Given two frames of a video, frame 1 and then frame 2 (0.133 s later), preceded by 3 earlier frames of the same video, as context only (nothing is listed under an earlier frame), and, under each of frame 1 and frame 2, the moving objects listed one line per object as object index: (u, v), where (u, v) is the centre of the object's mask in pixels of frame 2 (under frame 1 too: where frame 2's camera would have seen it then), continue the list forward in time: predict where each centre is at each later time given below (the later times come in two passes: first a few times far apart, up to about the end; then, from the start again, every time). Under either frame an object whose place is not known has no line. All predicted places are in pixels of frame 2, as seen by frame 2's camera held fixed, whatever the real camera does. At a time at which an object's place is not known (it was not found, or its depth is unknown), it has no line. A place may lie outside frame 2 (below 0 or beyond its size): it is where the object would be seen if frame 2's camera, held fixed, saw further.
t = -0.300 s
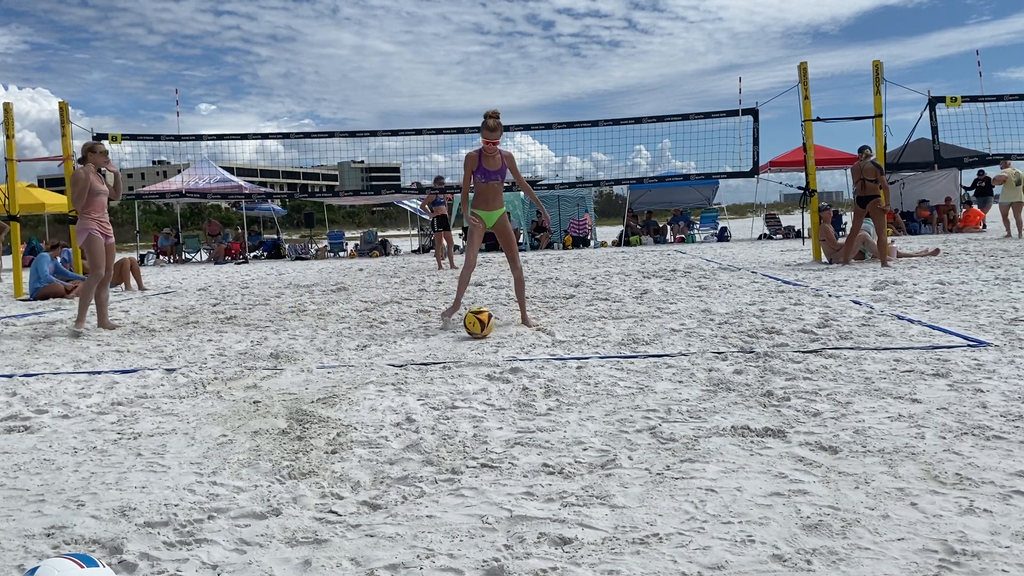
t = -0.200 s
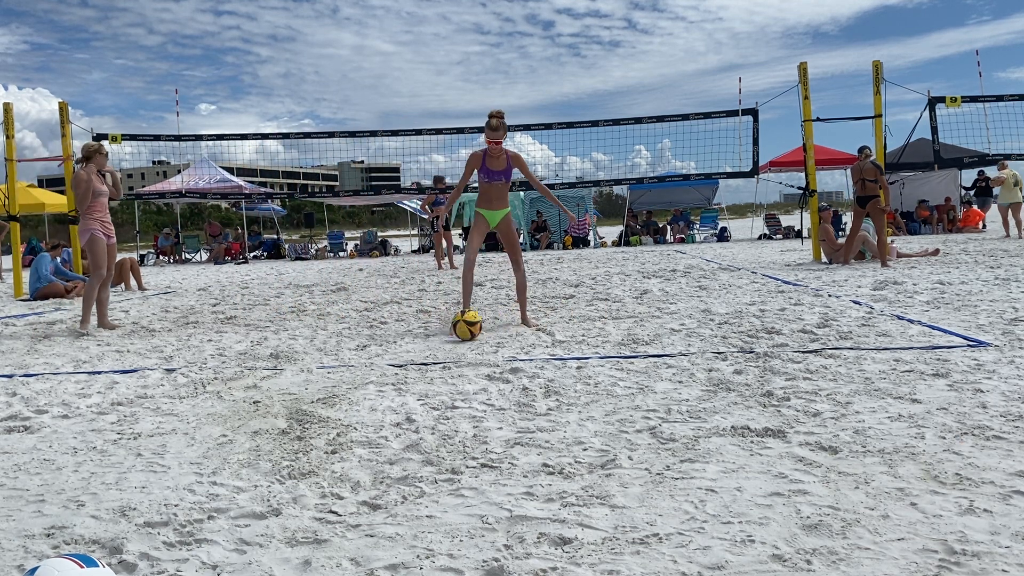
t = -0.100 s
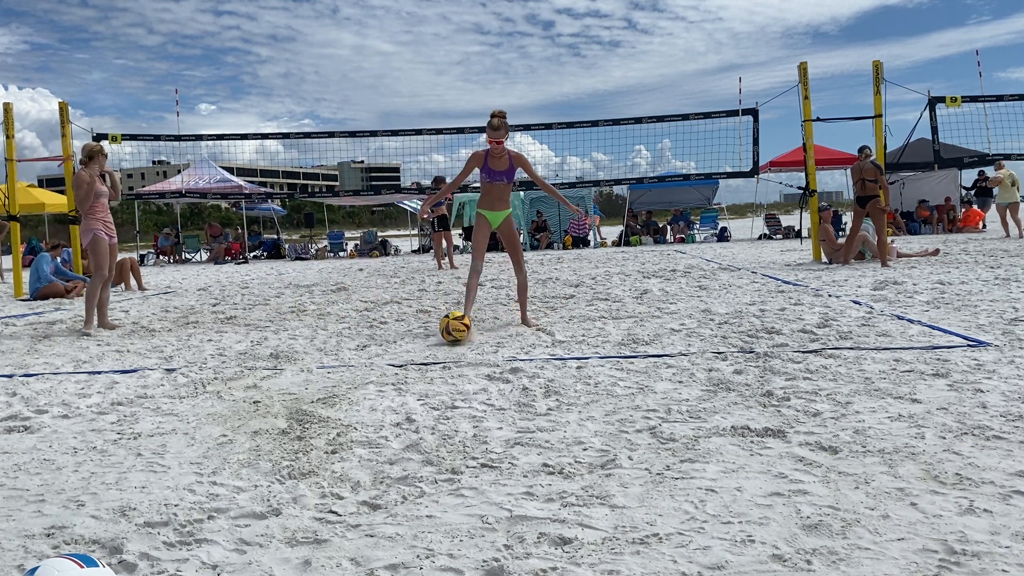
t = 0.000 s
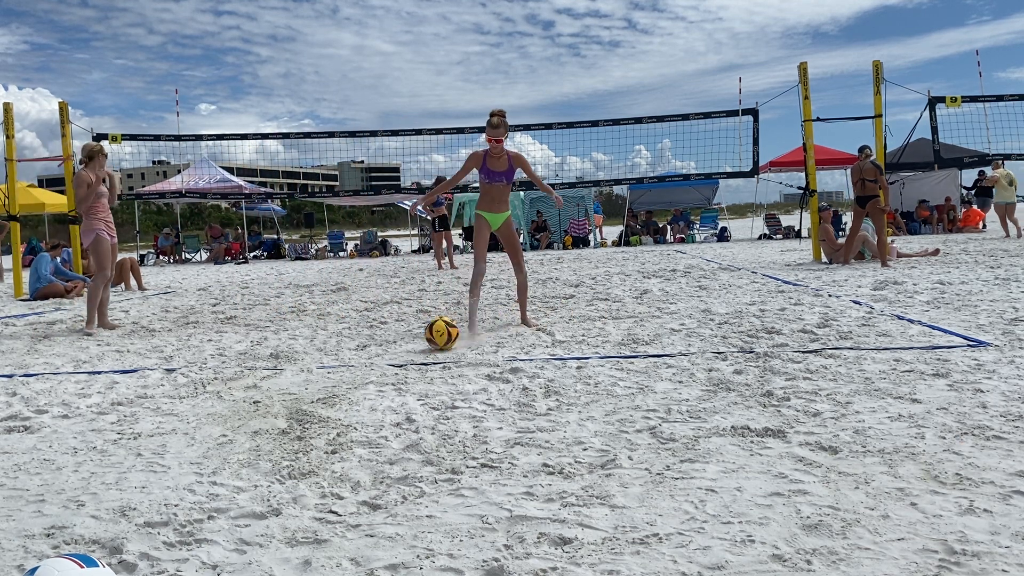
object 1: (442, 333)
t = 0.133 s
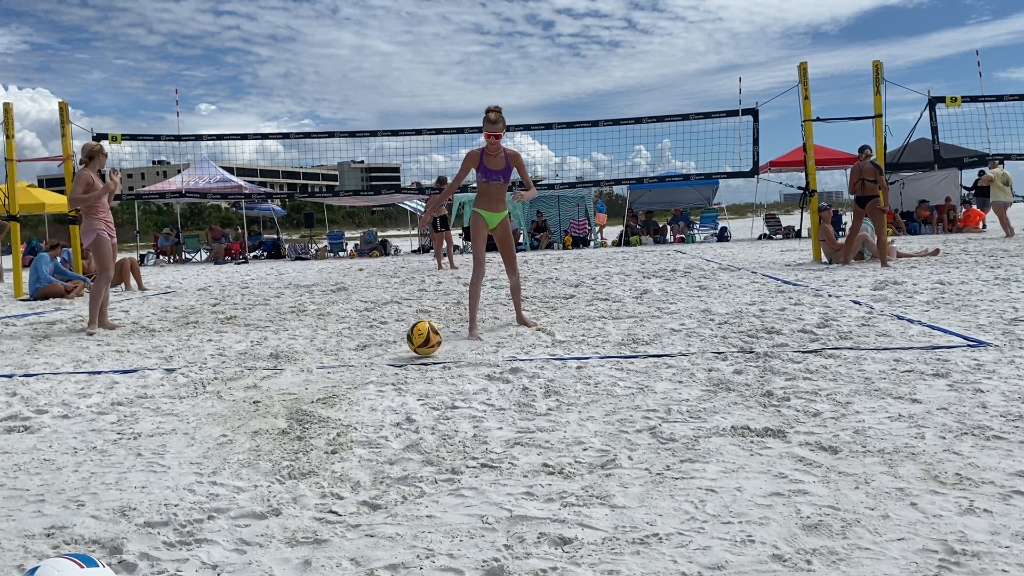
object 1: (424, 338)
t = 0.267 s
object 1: (407, 346)
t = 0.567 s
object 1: (357, 359)
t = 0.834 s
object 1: (306, 373)
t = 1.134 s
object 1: (244, 386)
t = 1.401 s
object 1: (198, 397)
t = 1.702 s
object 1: (144, 415)
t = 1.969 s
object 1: (95, 430)
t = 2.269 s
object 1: (45, 444)
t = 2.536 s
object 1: (16, 453)
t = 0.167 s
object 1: (420, 338)
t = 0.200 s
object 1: (416, 340)
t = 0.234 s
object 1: (412, 344)
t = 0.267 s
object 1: (407, 346)
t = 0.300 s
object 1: (402, 345)
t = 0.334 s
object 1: (397, 346)
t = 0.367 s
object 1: (392, 349)
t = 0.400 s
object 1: (386, 352)
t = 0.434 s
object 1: (380, 352)
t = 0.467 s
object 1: (375, 354)
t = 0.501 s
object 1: (369, 355)
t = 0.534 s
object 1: (363, 357)
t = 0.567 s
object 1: (357, 359)
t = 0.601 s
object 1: (351, 359)
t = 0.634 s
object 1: (345, 359)
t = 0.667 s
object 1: (339, 362)
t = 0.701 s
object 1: (333, 365)
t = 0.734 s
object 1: (326, 365)
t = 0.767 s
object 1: (320, 366)
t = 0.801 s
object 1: (314, 369)
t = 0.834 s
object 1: (306, 373)
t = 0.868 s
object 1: (300, 372)
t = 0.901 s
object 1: (293, 372)
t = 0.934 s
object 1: (286, 376)
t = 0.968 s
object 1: (279, 377)
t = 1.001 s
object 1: (271, 378)
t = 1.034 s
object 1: (264, 379)
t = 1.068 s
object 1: (257, 381)
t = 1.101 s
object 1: (251, 384)
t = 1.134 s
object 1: (244, 386)
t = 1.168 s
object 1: (237, 388)
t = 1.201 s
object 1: (231, 390)
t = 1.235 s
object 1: (225, 389)
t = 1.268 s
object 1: (219, 390)
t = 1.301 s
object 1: (214, 392)
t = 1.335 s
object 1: (208, 395)
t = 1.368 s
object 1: (203, 395)
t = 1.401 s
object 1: (198, 397)
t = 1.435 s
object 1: (192, 401)
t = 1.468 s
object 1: (186, 401)
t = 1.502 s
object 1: (180, 403)
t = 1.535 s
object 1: (174, 405)
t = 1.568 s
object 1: (169, 407)
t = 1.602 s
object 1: (162, 409)
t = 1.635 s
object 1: (156, 411)
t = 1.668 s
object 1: (150, 413)
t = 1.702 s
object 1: (144, 415)
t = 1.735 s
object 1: (138, 416)
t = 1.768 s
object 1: (131, 418)
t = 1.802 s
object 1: (125, 420)
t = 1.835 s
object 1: (119, 422)
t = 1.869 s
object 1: (114, 422)
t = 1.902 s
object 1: (107, 425)
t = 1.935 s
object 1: (101, 427)
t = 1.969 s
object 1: (95, 430)
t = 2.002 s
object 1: (90, 431)
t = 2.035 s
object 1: (84, 432)
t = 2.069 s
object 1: (79, 433)
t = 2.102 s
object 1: (73, 436)
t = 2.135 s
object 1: (68, 437)
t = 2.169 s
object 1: (62, 439)
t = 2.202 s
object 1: (56, 440)
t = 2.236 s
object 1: (51, 442)
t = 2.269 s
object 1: (45, 444)
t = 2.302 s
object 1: (40, 445)
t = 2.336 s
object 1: (34, 446)
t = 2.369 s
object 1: (31, 447)
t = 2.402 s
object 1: (27, 448)
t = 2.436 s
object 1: (24, 449)
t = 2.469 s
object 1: (22, 450)
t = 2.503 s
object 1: (19, 451)
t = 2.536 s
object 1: (16, 453)
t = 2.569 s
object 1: (14, 454)
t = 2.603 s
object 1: (11, 456)
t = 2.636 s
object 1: (9, 458)
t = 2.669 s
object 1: (6, 458)
